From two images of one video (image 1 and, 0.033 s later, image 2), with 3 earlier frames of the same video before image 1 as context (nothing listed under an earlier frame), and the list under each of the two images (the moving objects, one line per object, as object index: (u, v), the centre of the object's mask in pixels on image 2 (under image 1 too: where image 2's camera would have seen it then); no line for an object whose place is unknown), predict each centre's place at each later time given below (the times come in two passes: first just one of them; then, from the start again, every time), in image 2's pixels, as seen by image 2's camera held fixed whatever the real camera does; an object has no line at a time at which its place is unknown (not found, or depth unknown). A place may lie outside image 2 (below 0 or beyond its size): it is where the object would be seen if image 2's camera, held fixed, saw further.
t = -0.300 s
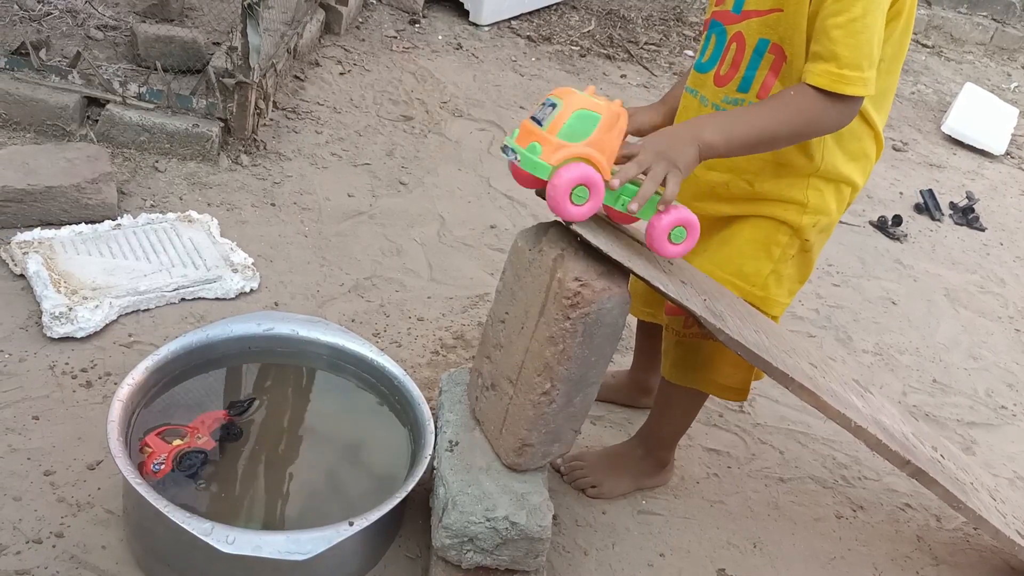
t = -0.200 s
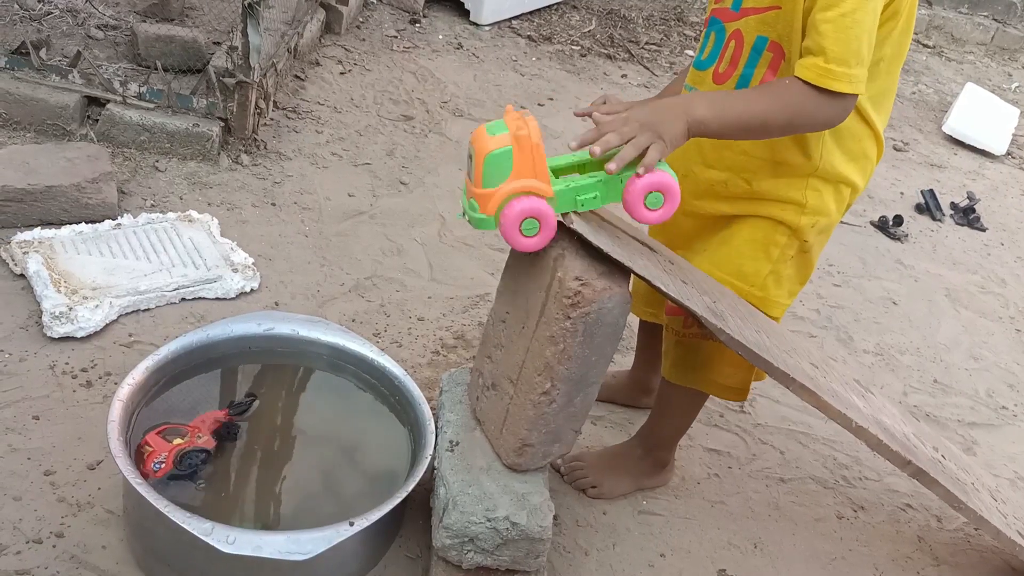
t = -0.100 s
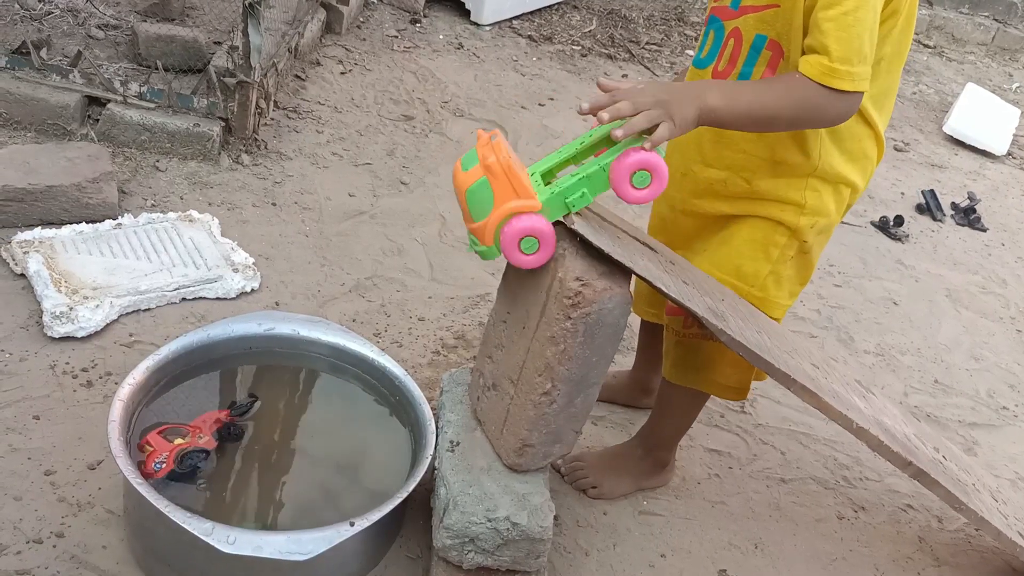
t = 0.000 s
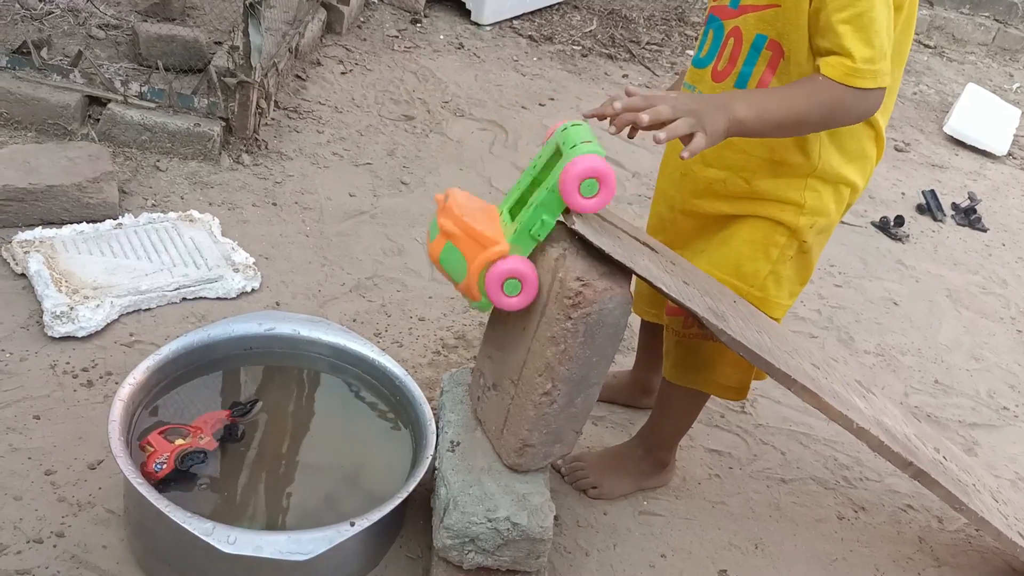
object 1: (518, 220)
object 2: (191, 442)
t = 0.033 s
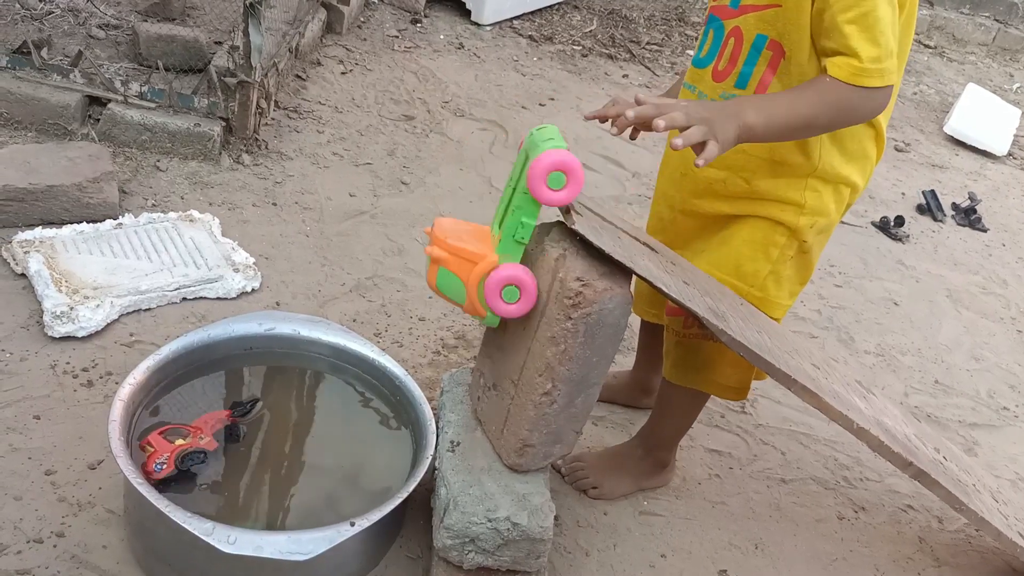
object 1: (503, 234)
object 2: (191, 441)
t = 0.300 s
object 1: (278, 420)
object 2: (153, 459)
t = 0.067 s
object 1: (485, 244)
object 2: (191, 441)
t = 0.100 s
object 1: (463, 264)
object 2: (191, 442)
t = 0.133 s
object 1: (438, 293)
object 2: (191, 442)
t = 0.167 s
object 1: (412, 333)
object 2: (190, 443)
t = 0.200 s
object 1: (386, 376)
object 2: (190, 443)
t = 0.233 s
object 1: (338, 393)
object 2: (191, 443)
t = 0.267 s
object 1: (292, 417)
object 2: (167, 454)
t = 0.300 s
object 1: (278, 420)
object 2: (153, 459)
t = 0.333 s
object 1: (269, 423)
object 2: (152, 460)
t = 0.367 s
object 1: (264, 427)
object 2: (149, 460)
